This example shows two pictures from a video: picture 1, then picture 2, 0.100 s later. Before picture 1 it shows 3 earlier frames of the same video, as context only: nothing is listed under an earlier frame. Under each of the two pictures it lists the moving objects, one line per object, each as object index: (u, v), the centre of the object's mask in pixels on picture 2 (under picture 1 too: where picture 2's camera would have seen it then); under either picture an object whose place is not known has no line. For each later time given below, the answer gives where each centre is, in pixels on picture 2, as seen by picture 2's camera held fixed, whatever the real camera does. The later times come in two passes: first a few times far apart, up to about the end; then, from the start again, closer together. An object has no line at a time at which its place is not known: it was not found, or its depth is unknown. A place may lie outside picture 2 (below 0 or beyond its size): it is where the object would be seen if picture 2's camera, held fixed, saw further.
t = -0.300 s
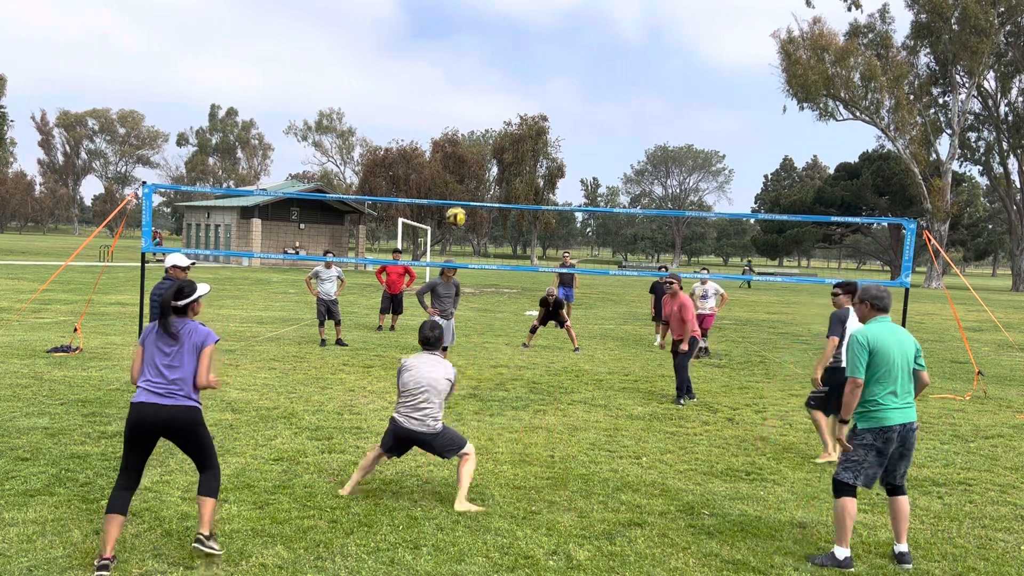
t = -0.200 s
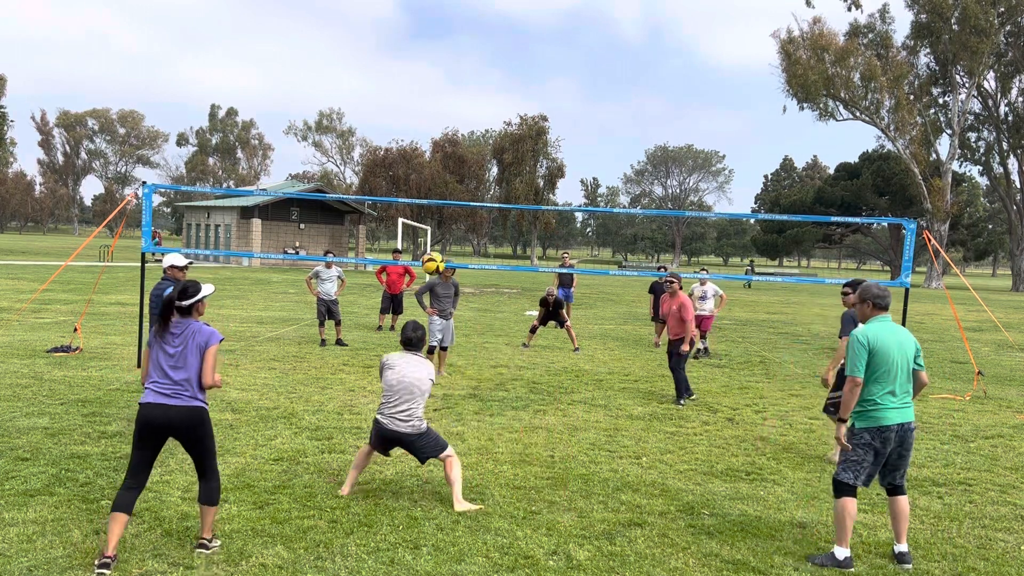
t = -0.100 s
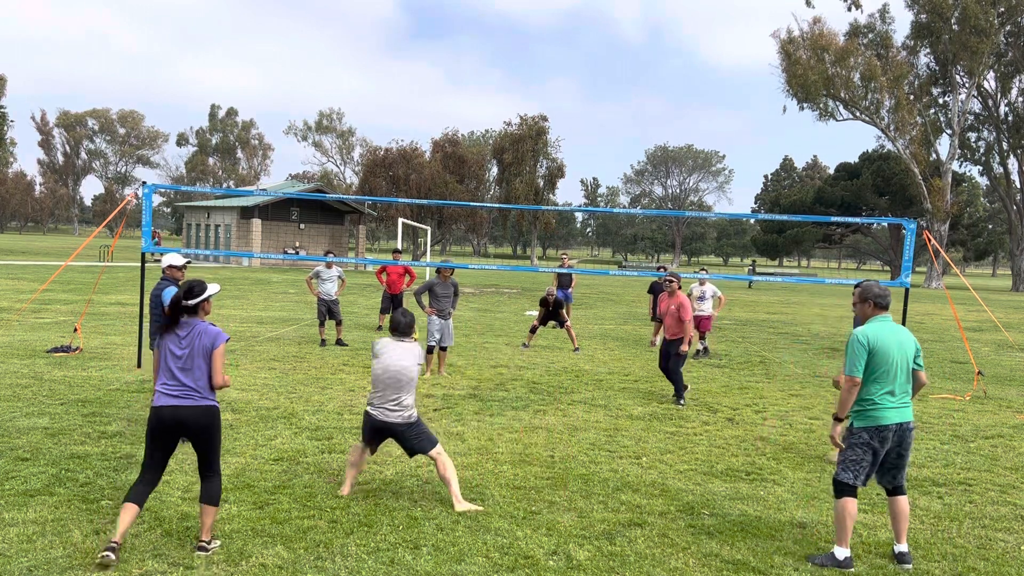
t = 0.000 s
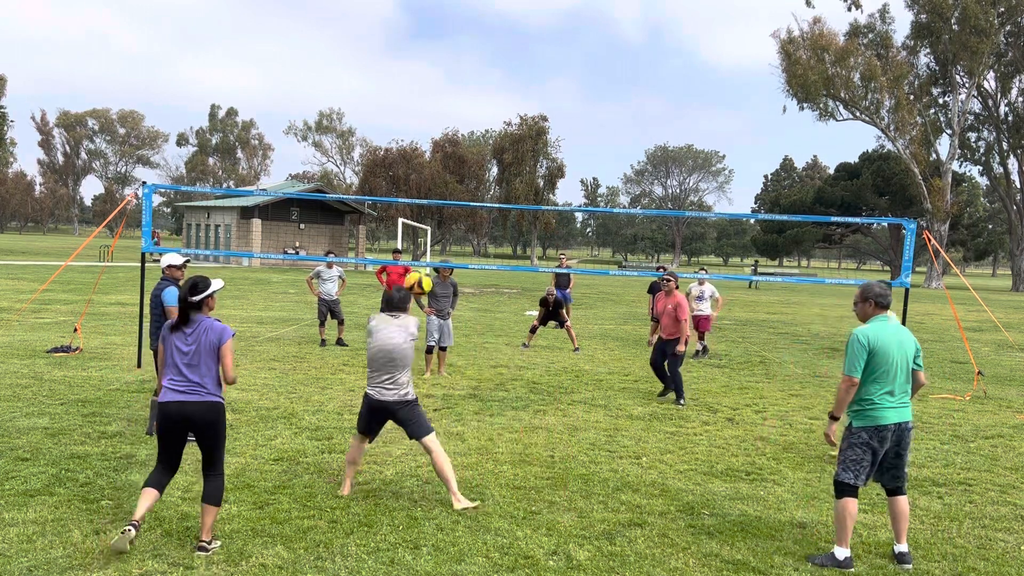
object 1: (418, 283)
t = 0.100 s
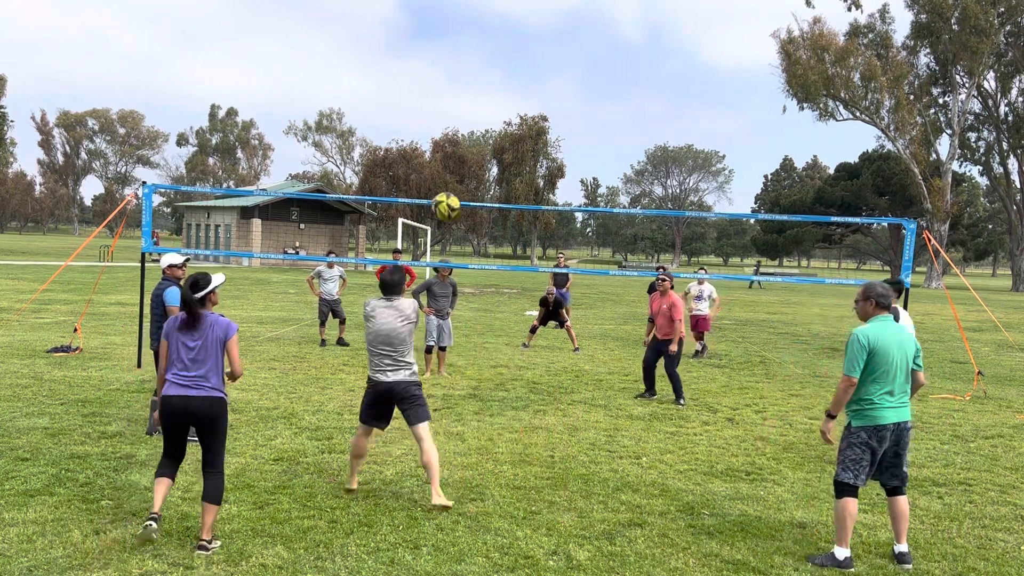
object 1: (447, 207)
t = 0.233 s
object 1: (480, 129)
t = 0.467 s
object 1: (536, 54)
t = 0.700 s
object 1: (585, 49)
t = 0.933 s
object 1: (626, 105)
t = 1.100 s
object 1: (651, 177)
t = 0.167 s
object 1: (463, 164)
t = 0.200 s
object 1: (472, 146)
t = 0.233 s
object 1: (480, 129)
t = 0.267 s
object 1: (489, 114)
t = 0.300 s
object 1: (497, 100)
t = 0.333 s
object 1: (505, 88)
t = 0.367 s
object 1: (513, 77)
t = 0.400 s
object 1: (521, 68)
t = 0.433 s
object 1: (529, 60)
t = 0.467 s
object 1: (536, 54)
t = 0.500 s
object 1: (543, 49)
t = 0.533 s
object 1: (551, 46)
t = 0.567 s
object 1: (558, 44)
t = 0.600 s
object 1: (565, 43)
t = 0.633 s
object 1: (572, 44)
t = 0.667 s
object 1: (578, 46)
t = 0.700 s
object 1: (585, 49)
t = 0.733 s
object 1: (591, 54)
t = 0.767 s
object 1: (597, 60)
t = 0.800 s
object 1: (603, 66)
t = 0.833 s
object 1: (609, 74)
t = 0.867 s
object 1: (615, 84)
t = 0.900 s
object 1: (621, 94)
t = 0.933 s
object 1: (626, 105)
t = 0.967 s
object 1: (632, 118)
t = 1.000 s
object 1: (637, 131)
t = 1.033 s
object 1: (641, 146)
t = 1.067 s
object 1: (646, 161)
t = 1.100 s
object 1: (651, 177)
